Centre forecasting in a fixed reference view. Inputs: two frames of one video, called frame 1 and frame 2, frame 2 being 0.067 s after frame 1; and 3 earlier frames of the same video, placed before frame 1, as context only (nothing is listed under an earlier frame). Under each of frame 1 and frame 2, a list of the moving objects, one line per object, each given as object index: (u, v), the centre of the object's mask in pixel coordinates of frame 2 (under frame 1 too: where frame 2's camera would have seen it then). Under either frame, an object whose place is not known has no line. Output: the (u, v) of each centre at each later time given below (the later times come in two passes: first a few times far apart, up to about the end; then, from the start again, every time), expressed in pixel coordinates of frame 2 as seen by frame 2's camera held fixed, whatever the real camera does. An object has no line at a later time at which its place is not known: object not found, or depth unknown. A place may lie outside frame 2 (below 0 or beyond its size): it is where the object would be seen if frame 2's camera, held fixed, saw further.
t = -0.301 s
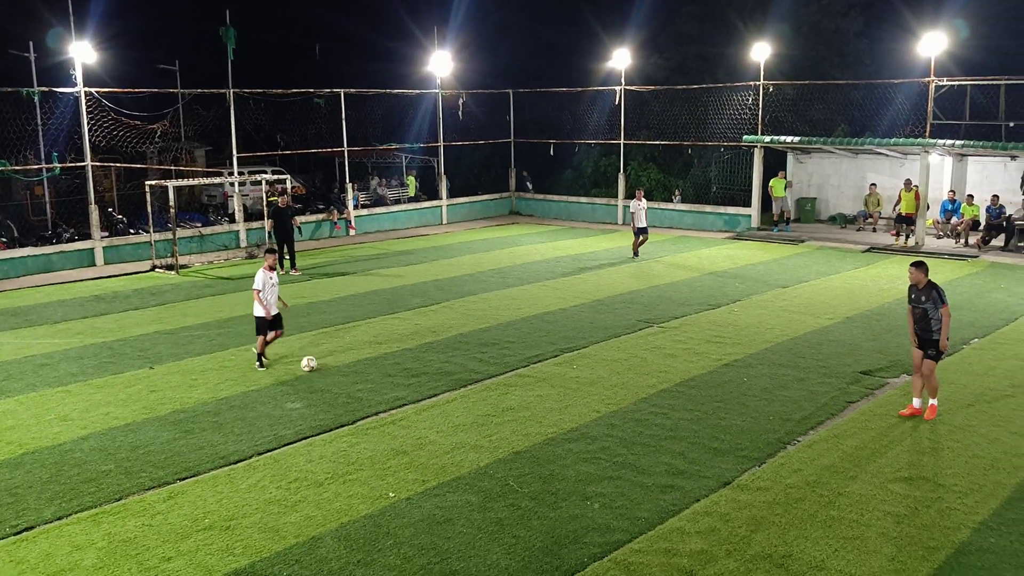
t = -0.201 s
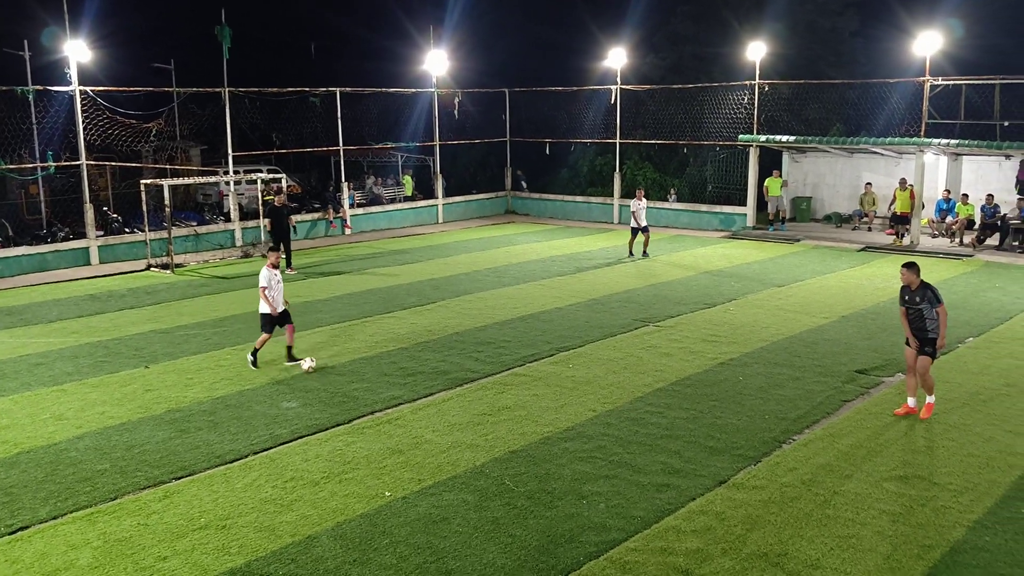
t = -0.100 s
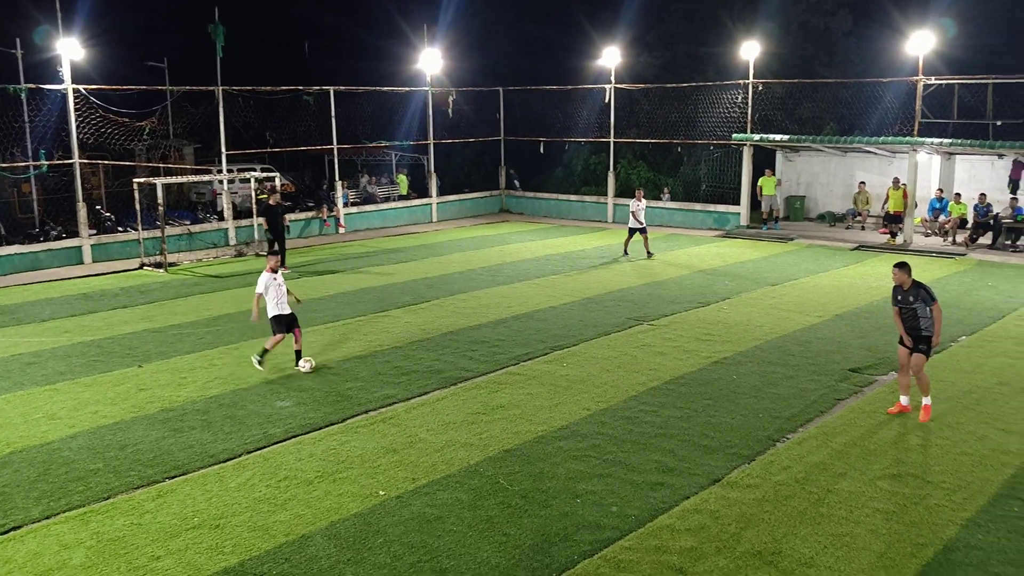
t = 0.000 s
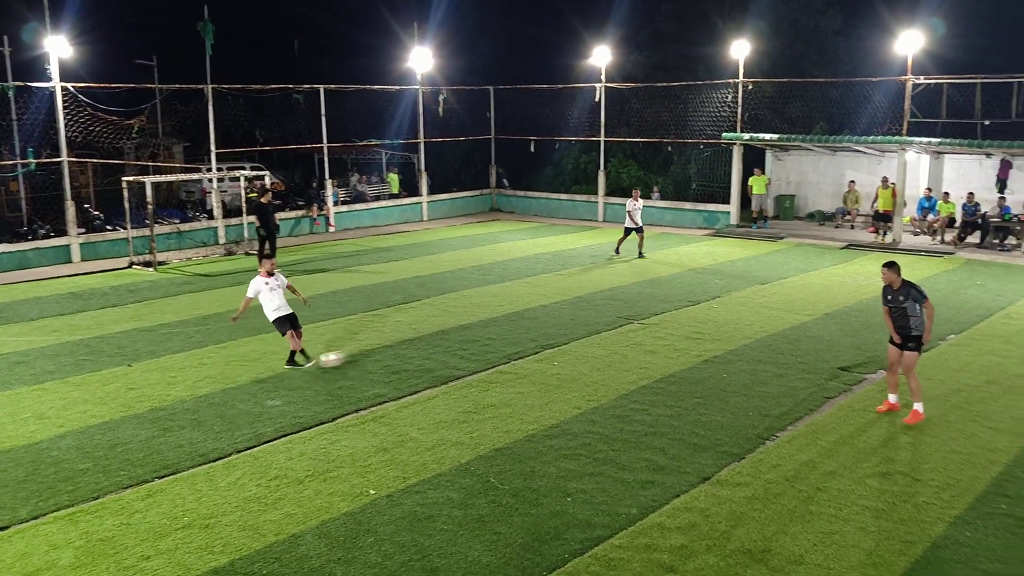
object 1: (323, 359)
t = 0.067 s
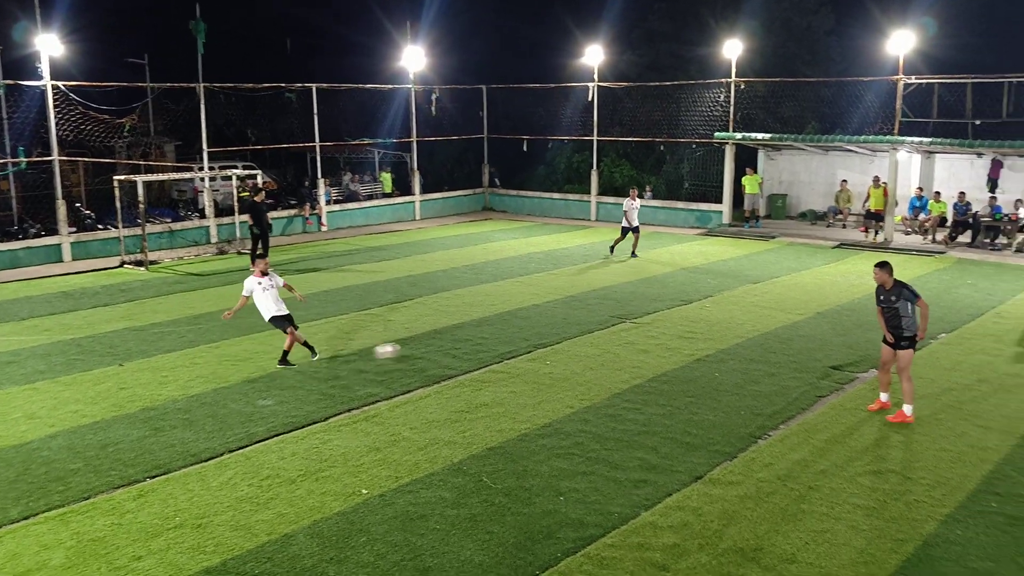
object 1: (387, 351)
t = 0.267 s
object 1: (555, 341)
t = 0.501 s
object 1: (709, 317)
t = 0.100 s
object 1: (415, 348)
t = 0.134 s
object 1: (445, 346)
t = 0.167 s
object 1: (475, 345)
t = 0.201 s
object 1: (503, 345)
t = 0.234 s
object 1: (529, 345)
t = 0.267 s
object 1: (555, 341)
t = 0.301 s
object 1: (577, 334)
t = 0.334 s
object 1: (600, 330)
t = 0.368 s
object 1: (622, 325)
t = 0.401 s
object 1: (645, 322)
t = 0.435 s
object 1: (667, 320)
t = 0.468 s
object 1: (689, 318)
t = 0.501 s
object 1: (709, 317)
